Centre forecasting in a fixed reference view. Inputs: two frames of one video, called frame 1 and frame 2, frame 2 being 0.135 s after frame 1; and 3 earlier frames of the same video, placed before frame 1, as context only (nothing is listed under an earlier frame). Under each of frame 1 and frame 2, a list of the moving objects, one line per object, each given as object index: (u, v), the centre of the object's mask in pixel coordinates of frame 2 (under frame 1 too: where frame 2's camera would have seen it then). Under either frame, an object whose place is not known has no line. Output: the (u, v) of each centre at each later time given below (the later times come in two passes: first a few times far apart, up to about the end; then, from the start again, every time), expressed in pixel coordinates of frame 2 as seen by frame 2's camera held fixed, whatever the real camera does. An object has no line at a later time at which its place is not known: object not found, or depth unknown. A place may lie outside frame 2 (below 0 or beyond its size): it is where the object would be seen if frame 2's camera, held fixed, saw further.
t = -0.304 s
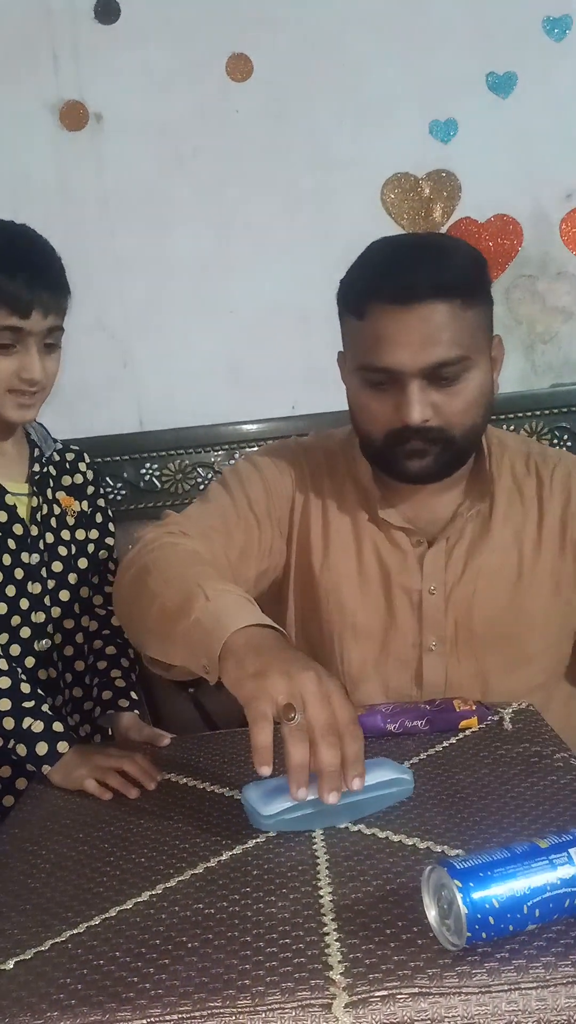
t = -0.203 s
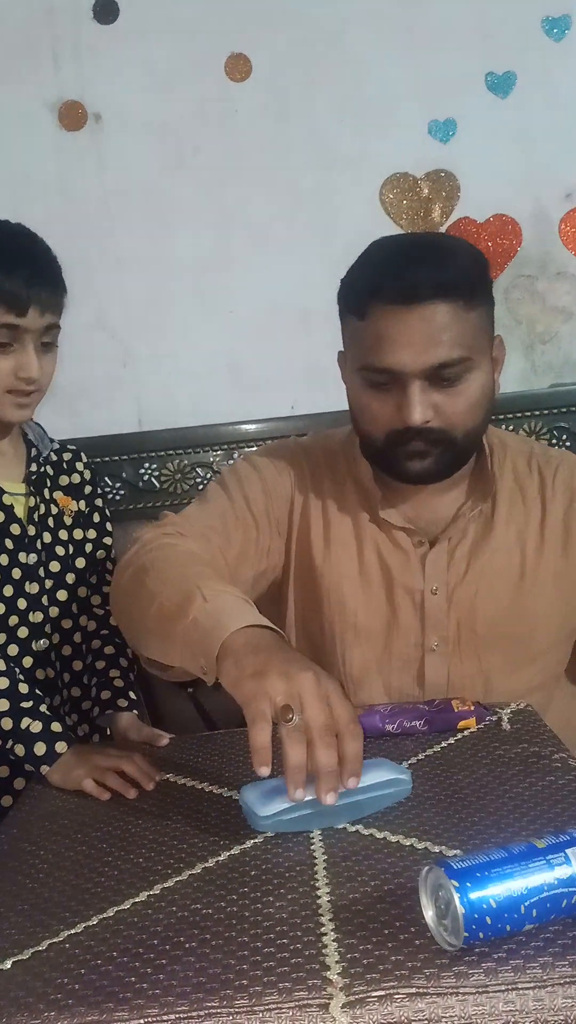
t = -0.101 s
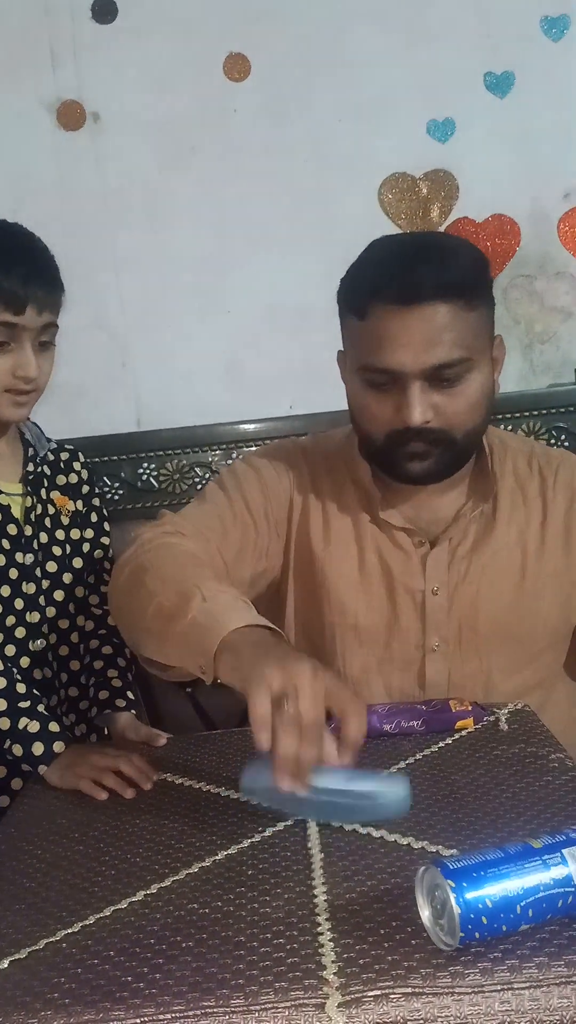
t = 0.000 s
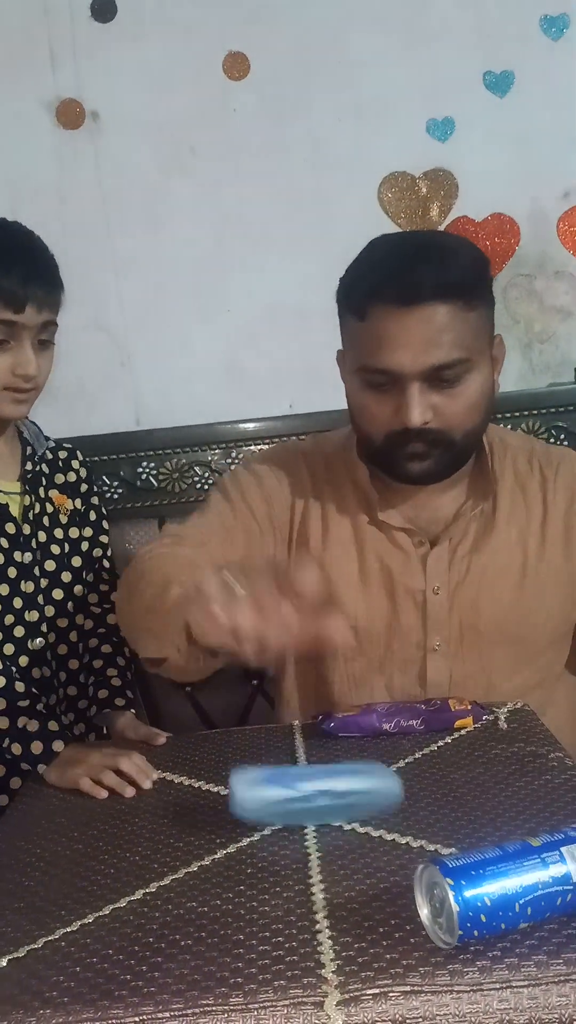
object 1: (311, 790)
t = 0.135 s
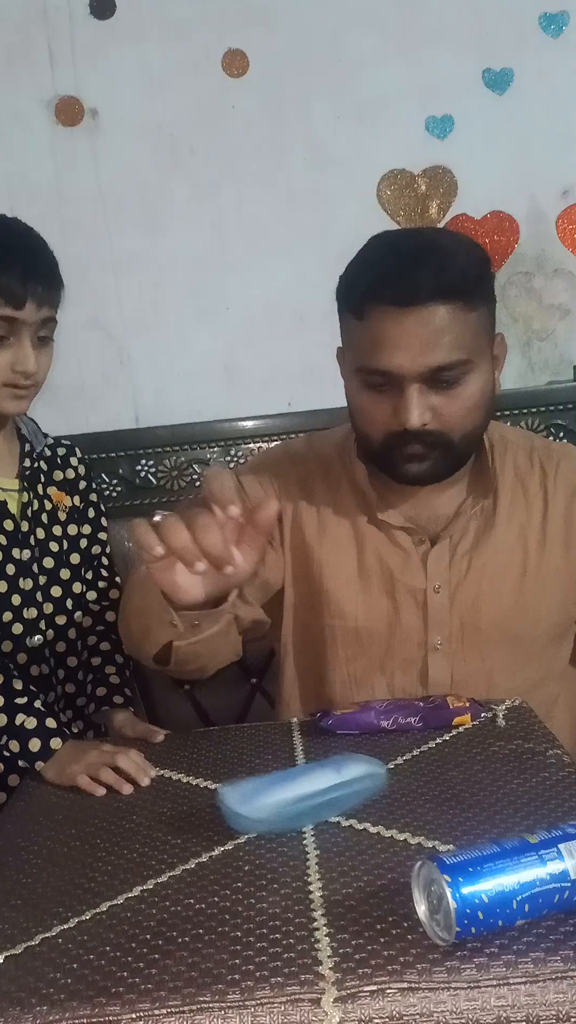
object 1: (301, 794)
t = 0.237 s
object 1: (300, 797)
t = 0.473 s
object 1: (255, 796)
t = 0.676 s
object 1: (243, 796)
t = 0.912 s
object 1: (244, 796)
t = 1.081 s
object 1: (244, 797)
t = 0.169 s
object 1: (301, 793)
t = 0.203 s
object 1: (303, 794)
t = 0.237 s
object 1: (300, 797)
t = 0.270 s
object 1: (287, 797)
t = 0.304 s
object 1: (280, 795)
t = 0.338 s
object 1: (280, 793)
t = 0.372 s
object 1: (277, 791)
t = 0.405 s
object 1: (275, 791)
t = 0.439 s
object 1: (267, 794)
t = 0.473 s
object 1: (255, 796)
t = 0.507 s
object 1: (247, 796)
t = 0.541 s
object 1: (242, 796)
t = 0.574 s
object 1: (241, 795)
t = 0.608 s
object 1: (241, 795)
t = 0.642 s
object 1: (242, 796)
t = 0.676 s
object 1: (243, 796)
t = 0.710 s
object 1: (244, 796)
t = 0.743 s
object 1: (244, 796)
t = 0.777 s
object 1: (244, 796)
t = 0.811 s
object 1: (244, 796)
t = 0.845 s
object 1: (244, 796)
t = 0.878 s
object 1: (244, 796)
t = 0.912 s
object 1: (244, 796)
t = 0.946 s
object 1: (244, 797)
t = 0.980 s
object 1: (244, 797)
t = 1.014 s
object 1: (244, 797)
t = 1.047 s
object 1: (244, 797)
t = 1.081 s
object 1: (244, 797)
